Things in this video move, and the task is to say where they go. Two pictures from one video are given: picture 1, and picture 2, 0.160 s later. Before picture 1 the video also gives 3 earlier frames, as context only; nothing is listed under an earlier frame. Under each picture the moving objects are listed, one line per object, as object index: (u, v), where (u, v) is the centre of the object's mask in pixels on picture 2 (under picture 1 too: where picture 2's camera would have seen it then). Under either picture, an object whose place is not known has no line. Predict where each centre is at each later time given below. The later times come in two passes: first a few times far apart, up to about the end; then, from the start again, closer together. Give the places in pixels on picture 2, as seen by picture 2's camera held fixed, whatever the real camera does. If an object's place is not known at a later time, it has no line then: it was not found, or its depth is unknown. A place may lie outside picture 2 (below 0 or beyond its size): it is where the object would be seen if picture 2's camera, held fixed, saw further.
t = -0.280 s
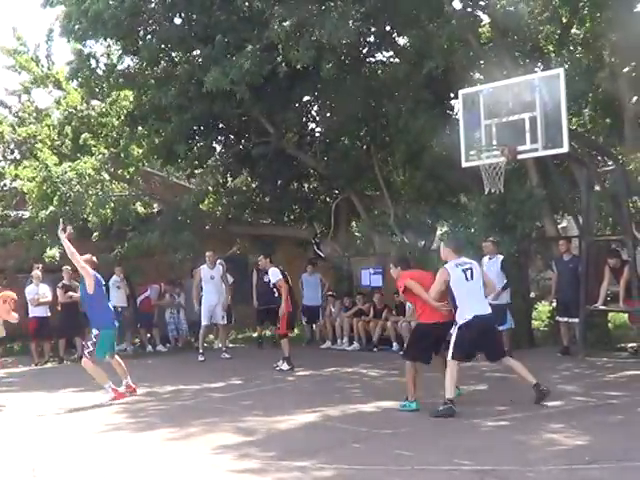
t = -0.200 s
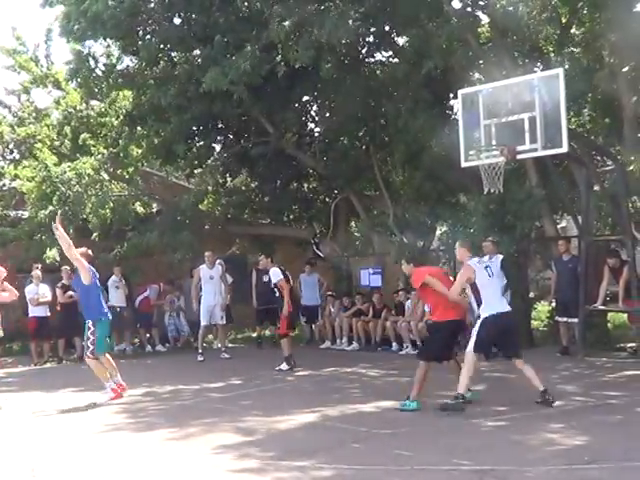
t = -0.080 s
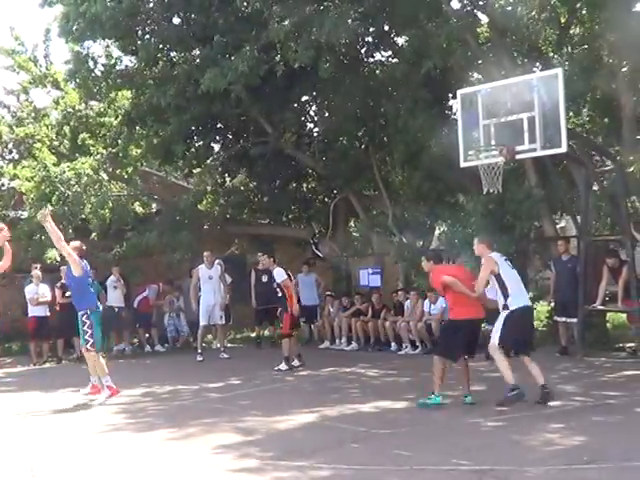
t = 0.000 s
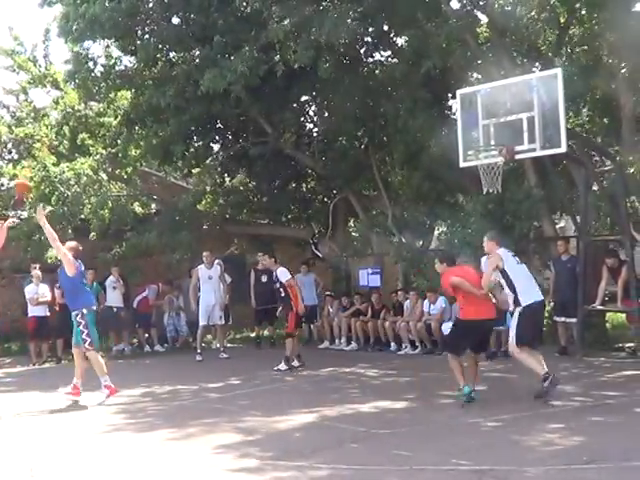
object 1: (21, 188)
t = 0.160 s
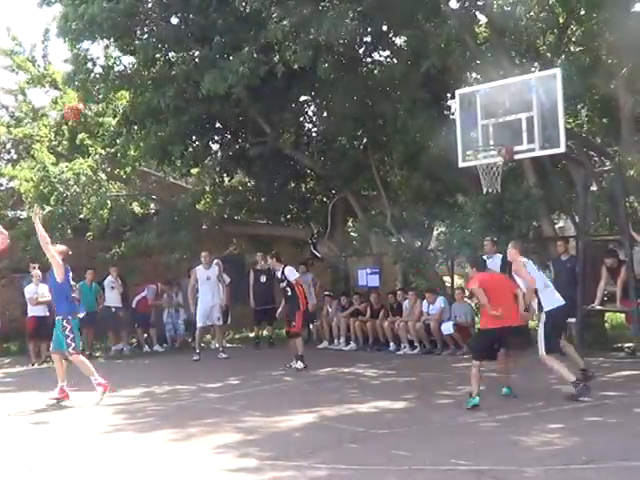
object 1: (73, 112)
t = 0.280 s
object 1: (114, 71)
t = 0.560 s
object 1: (207, 12)
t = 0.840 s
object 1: (299, 16)
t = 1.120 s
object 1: (397, 83)
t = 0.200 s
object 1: (87, 96)
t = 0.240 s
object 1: (100, 82)
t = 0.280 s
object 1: (114, 71)
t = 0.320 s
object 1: (127, 55)
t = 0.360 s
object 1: (139, 45)
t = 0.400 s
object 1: (153, 37)
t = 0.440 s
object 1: (167, 29)
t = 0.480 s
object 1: (181, 22)
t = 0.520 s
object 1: (194, 16)
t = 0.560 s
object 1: (207, 12)
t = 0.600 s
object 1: (220, 8)
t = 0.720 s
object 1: (262, 8)
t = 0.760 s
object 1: (273, 8)
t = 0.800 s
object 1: (287, 12)
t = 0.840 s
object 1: (299, 16)
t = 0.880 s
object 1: (314, 22)
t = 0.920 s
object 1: (328, 29)
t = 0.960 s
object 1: (342, 38)
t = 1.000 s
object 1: (355, 47)
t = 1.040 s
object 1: (369, 57)
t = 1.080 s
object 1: (384, 70)
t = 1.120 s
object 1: (397, 83)
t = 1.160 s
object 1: (410, 96)
